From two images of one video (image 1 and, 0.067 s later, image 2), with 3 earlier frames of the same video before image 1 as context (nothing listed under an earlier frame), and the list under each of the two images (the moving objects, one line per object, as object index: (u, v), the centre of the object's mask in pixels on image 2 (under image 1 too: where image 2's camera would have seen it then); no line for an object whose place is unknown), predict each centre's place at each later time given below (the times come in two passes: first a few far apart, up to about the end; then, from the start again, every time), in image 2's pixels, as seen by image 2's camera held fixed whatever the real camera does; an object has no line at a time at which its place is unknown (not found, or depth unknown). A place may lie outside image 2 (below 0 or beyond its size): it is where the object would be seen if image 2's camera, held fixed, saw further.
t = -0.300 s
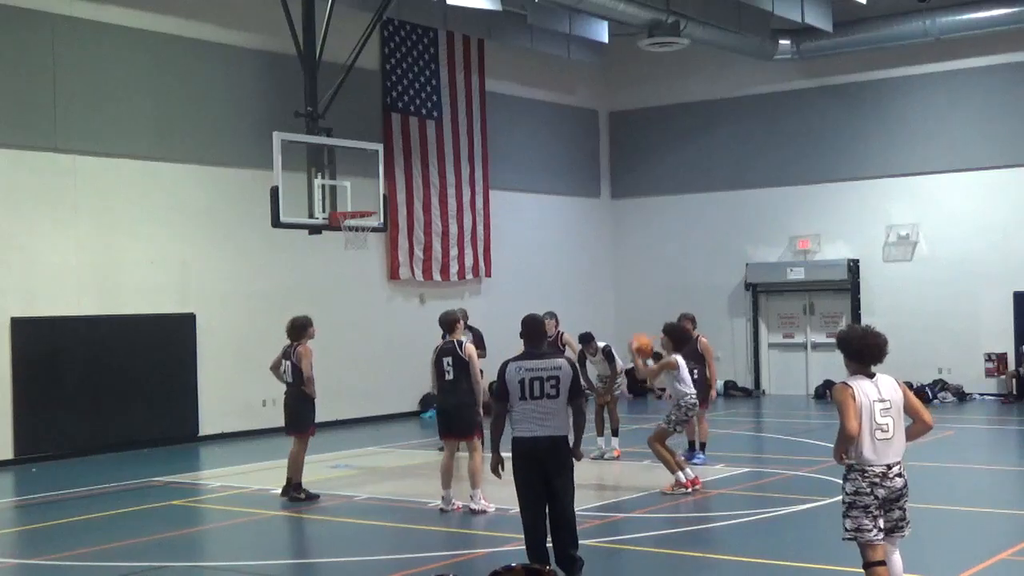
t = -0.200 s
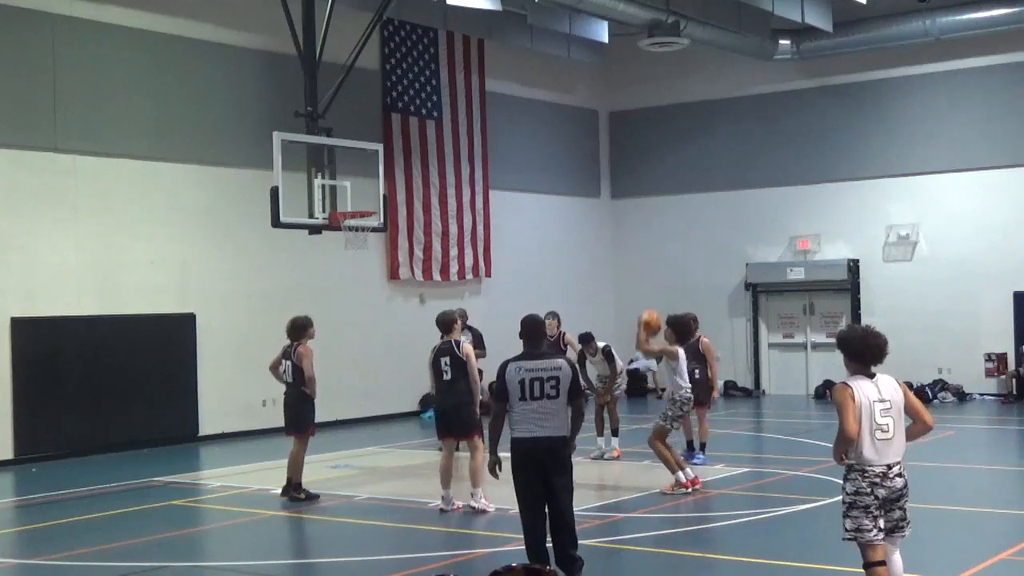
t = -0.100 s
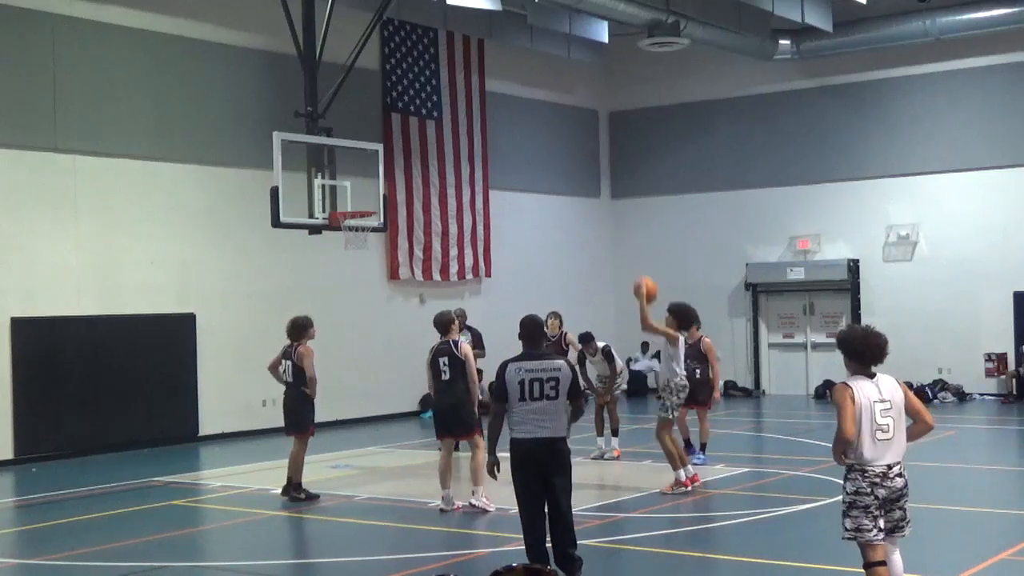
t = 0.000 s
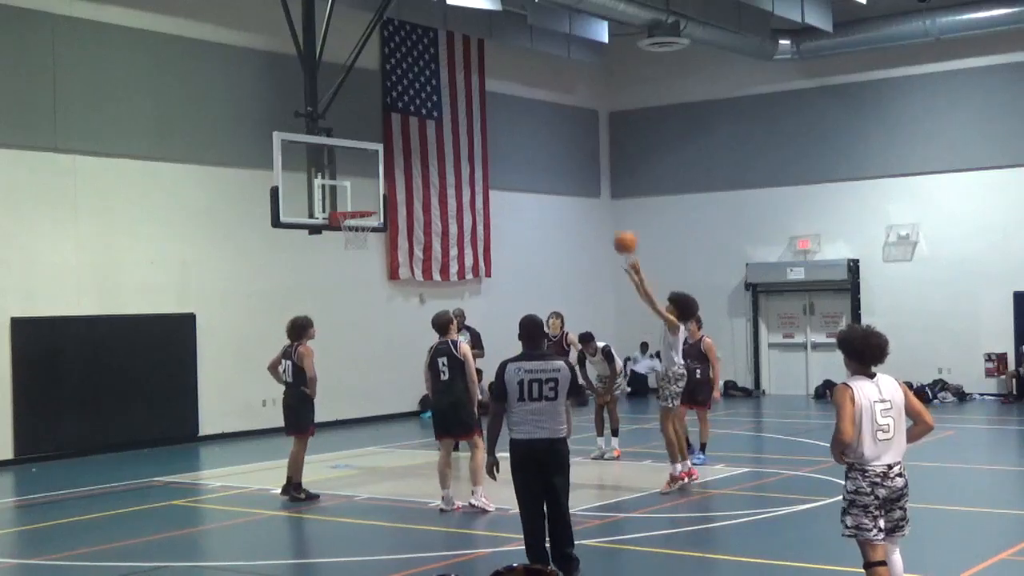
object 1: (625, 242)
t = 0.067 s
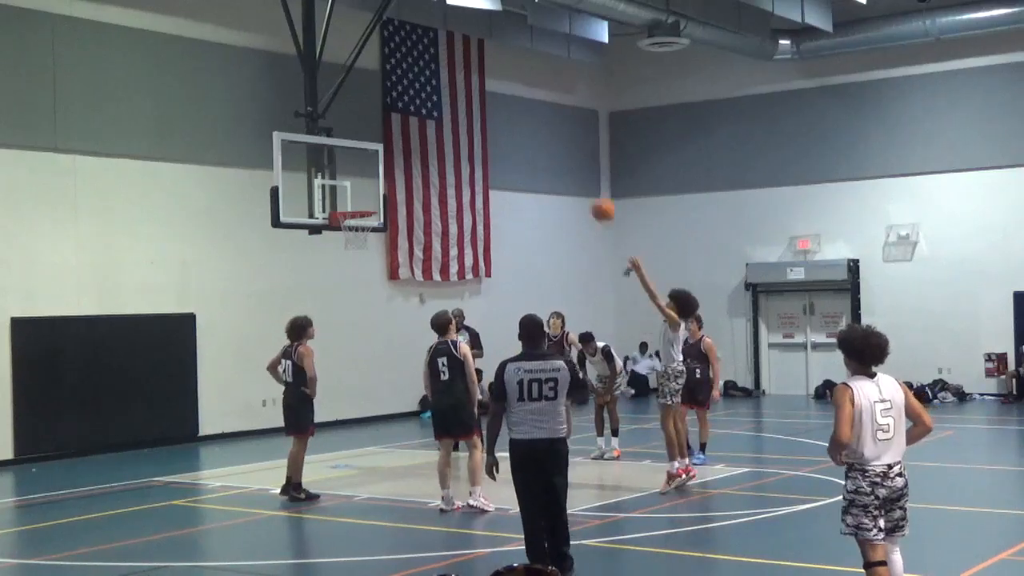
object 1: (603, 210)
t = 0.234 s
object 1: (551, 149)
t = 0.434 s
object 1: (496, 113)
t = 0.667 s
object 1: (436, 116)
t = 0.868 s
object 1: (389, 154)
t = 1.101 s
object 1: (356, 206)
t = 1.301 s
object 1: (370, 193)
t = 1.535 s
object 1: (388, 214)
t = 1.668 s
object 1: (395, 237)
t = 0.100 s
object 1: (592, 195)
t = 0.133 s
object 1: (583, 181)
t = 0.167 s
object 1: (572, 169)
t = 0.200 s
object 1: (562, 158)
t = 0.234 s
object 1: (551, 149)
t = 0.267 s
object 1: (541, 140)
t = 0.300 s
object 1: (533, 133)
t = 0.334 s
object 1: (523, 127)
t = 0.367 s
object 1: (514, 121)
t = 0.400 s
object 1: (504, 117)
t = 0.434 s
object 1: (496, 113)
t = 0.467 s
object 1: (487, 109)
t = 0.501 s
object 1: (477, 109)
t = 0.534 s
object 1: (469, 108)
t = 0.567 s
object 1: (461, 108)
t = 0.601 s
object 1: (452, 110)
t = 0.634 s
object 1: (444, 112)
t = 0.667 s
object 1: (436, 116)
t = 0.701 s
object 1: (428, 120)
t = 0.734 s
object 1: (421, 125)
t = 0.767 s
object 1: (412, 131)
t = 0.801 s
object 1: (405, 137)
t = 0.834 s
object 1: (398, 144)
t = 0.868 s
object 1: (389, 154)
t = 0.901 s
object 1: (383, 163)
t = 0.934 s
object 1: (376, 172)
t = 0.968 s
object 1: (367, 184)
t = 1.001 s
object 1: (362, 195)
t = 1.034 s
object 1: (354, 205)
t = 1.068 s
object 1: (355, 206)
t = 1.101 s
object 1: (356, 206)
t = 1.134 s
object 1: (358, 204)
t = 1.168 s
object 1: (361, 200)
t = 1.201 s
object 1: (363, 198)
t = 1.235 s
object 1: (366, 195)
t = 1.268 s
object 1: (367, 194)
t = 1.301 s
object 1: (370, 193)
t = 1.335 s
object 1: (373, 193)
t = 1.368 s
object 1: (375, 194)
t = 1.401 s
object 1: (378, 196)
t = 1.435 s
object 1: (381, 199)
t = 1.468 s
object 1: (383, 203)
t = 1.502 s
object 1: (386, 208)
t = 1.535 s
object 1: (388, 214)
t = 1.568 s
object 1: (389, 218)
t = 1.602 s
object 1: (391, 222)
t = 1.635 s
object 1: (393, 230)
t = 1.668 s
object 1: (395, 237)
